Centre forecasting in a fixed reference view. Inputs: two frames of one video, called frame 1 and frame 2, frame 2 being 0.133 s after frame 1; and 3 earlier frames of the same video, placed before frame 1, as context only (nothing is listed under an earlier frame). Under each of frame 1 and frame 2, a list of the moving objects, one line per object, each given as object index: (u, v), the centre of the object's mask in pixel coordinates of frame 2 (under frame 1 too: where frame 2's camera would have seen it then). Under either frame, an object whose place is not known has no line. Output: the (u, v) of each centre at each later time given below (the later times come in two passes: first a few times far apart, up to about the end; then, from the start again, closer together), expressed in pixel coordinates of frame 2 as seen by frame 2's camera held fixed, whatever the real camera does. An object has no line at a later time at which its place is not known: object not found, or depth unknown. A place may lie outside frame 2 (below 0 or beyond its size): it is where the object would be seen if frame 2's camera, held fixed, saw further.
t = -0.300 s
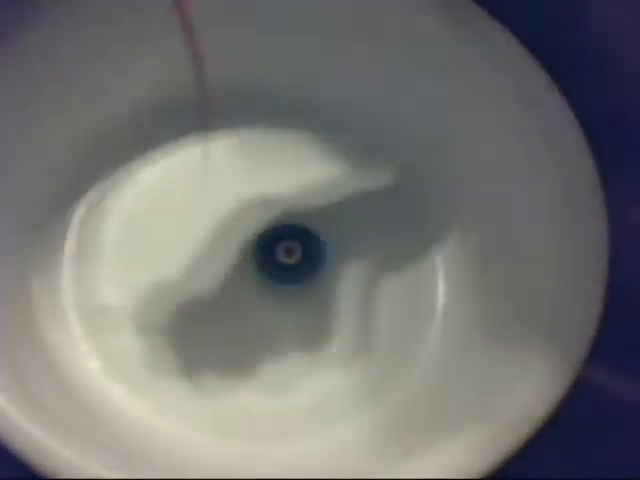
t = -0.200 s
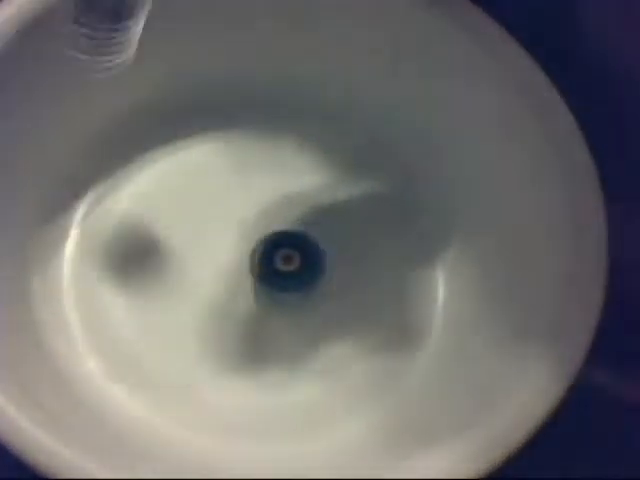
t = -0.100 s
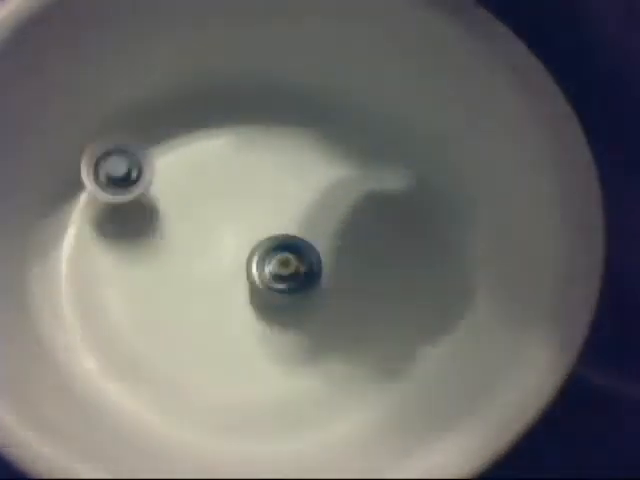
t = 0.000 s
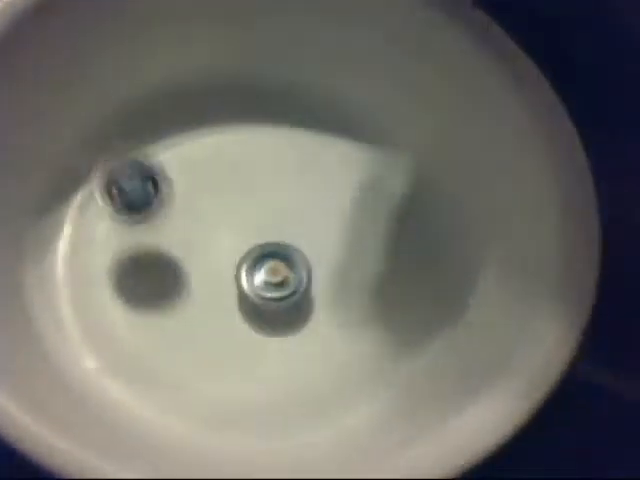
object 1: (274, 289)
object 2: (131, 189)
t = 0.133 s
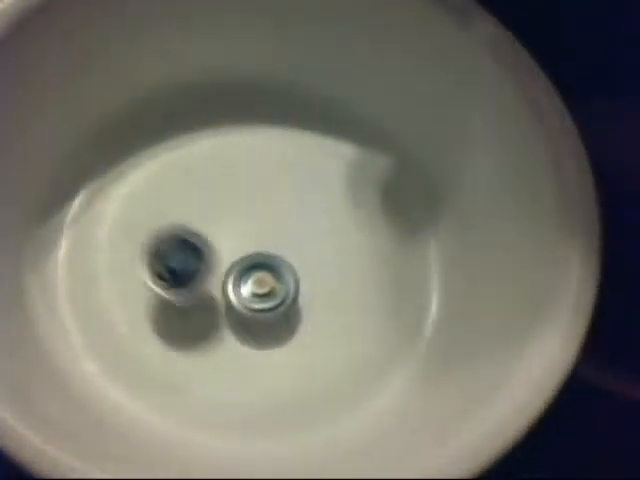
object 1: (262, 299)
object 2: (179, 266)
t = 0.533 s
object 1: (382, 251)
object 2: (151, 226)
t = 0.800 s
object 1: (331, 175)
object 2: (237, 220)
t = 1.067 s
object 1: (331, 135)
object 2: (244, 221)
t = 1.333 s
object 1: (276, 163)
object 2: (232, 237)
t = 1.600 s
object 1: (211, 167)
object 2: (202, 253)
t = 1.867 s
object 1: (170, 180)
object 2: (209, 296)
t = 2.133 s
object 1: (159, 188)
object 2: (270, 273)
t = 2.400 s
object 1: (159, 193)
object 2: (260, 228)
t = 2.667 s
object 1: (148, 196)
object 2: (246, 185)
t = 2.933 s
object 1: (125, 247)
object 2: (242, 192)
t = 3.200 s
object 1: (133, 287)
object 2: (273, 197)
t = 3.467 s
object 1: (190, 304)
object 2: (278, 210)
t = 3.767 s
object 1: (245, 301)
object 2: (307, 229)
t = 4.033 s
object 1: (264, 295)
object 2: (301, 220)
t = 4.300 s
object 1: (274, 314)
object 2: (267, 207)
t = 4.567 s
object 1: (290, 329)
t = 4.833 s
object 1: (299, 306)
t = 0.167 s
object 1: (263, 302)
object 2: (188, 281)
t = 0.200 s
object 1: (301, 313)
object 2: (154, 282)
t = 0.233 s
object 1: (346, 325)
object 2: (122, 283)
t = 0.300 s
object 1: (413, 338)
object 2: (63, 276)
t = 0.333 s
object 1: (409, 324)
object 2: (75, 266)
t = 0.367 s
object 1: (405, 311)
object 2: (88, 259)
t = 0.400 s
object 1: (401, 297)
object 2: (98, 251)
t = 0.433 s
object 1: (398, 284)
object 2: (109, 245)
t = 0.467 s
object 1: (394, 271)
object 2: (121, 236)
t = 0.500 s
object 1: (390, 261)
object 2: (136, 231)
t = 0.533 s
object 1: (382, 251)
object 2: (151, 226)
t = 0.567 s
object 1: (373, 240)
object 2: (168, 221)
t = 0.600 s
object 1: (362, 231)
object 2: (186, 218)
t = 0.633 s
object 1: (350, 221)
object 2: (204, 215)
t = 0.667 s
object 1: (337, 213)
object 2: (223, 214)
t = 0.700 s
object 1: (323, 205)
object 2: (240, 212)
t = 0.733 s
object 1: (319, 196)
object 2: (248, 212)
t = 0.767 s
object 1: (326, 185)
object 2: (242, 215)
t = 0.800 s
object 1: (331, 175)
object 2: (237, 220)
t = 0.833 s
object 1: (335, 166)
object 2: (233, 223)
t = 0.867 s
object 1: (337, 158)
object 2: (231, 225)
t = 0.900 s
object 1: (339, 149)
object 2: (229, 226)
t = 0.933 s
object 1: (342, 141)
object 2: (230, 227)
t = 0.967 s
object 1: (339, 140)
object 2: (231, 227)
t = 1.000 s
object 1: (336, 138)
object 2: (234, 226)
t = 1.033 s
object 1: (332, 138)
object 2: (239, 224)
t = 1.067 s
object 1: (331, 135)
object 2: (244, 221)
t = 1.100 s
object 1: (324, 140)
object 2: (250, 217)
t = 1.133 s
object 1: (313, 152)
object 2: (256, 213)
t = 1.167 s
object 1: (302, 161)
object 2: (259, 207)
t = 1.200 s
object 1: (296, 164)
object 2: (256, 212)
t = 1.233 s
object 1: (292, 165)
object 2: (248, 221)
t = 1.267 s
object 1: (287, 164)
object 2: (242, 227)
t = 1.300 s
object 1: (282, 163)
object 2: (236, 233)
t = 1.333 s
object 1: (276, 163)
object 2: (232, 237)
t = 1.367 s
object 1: (268, 162)
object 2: (228, 240)
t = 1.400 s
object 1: (260, 162)
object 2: (224, 243)
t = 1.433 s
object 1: (252, 162)
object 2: (220, 243)
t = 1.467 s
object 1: (244, 163)
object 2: (217, 244)
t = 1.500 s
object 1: (236, 163)
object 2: (214, 245)
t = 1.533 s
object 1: (228, 165)
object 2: (210, 247)
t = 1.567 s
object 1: (219, 166)
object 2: (206, 249)
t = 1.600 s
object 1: (211, 167)
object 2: (202, 253)
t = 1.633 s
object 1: (204, 169)
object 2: (198, 256)
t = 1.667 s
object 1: (197, 171)
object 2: (195, 261)
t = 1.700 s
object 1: (192, 172)
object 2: (194, 265)
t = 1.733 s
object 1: (187, 174)
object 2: (194, 271)
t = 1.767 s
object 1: (182, 176)
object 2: (195, 277)
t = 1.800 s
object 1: (179, 177)
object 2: (199, 284)
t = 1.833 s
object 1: (174, 179)
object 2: (203, 291)
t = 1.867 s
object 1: (170, 180)
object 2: (209, 296)
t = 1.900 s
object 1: (167, 182)
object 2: (219, 301)
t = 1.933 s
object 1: (165, 183)
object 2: (228, 303)
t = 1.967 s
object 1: (163, 185)
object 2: (240, 302)
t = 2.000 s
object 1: (162, 185)
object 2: (250, 298)
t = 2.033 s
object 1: (161, 185)
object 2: (258, 293)
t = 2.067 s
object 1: (159, 187)
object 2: (264, 288)
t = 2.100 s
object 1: (159, 187)
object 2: (268, 281)
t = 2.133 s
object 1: (159, 188)
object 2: (270, 273)
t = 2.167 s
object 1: (158, 189)
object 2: (270, 267)
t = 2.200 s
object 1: (158, 189)
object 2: (269, 261)
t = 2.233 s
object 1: (158, 189)
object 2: (267, 256)
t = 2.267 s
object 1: (158, 189)
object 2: (264, 250)
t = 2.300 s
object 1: (158, 189)
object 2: (263, 245)
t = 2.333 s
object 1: (158, 191)
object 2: (261, 240)
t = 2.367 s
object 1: (159, 192)
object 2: (261, 234)
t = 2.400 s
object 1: (159, 193)
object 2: (260, 228)
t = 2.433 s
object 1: (160, 195)
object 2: (259, 222)
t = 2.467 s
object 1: (159, 185)
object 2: (256, 215)
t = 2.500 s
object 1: (160, 187)
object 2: (252, 207)
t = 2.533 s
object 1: (162, 188)
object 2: (247, 200)
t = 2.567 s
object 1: (164, 191)
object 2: (241, 195)
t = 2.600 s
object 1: (160, 203)
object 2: (242, 191)
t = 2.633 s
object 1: (152, 194)
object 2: (245, 186)
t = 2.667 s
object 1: (148, 196)
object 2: (246, 185)
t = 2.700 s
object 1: (145, 199)
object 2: (245, 184)
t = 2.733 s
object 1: (145, 202)
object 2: (243, 185)
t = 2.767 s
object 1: (146, 206)
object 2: (238, 185)
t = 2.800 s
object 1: (148, 212)
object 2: (232, 186)
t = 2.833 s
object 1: (151, 213)
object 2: (225, 190)
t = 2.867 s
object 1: (146, 231)
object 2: (226, 191)
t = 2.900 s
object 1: (133, 239)
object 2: (235, 192)
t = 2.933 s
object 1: (125, 247)
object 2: (242, 192)
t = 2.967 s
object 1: (118, 254)
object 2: (248, 193)
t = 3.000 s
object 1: (114, 261)
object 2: (252, 195)
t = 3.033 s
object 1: (112, 261)
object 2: (256, 195)
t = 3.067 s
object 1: (115, 271)
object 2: (260, 196)
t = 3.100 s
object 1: (118, 275)
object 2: (264, 194)
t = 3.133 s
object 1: (122, 279)
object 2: (267, 196)
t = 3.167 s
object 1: (127, 283)
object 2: (270, 196)
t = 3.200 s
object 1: (133, 287)
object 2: (273, 197)
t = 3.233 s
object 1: (139, 291)
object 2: (275, 200)
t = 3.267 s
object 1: (146, 294)
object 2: (277, 201)
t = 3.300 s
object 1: (154, 297)
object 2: (278, 201)
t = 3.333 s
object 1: (160, 299)
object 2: (278, 201)
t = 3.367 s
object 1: (168, 301)
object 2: (278, 203)
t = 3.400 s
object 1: (175, 302)
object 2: (278, 205)
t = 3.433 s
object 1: (183, 303)
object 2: (278, 207)
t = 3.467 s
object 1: (190, 304)
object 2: (278, 210)
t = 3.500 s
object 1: (196, 300)
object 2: (279, 213)
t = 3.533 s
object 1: (204, 306)
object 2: (282, 217)
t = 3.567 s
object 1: (212, 307)
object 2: (285, 220)
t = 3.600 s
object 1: (219, 307)
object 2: (288, 223)
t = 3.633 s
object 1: (226, 306)
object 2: (292, 227)
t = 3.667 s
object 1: (232, 304)
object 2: (296, 227)
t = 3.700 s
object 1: (237, 304)
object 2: (301, 228)
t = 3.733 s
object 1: (241, 302)
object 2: (304, 229)
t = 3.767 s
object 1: (245, 301)
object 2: (307, 229)
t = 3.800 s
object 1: (248, 301)
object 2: (310, 229)
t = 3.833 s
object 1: (251, 300)
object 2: (311, 229)
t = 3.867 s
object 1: (254, 300)
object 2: (313, 228)
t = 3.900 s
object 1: (257, 298)
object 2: (312, 226)
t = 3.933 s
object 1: (260, 296)
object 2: (312, 225)
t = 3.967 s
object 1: (261, 295)
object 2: (308, 223)
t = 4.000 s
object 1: (263, 295)
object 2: (305, 222)
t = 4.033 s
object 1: (264, 295)
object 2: (301, 220)
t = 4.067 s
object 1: (266, 294)
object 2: (296, 221)
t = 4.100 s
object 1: (268, 295)
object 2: (292, 221)
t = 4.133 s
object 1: (268, 297)
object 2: (288, 219)
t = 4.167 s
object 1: (269, 298)
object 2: (284, 219)
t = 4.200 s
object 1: (271, 299)
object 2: (279, 218)
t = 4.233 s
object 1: (272, 299)
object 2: (274, 219)
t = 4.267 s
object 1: (273, 306)
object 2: (270, 214)
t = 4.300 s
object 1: (274, 314)
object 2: (267, 207)
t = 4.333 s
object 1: (274, 321)
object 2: (261, 202)
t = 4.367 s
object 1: (275, 326)
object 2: (255, 200)
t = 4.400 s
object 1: (276, 328)
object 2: (247, 196)
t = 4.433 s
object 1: (278, 330)
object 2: (239, 196)
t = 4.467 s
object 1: (280, 329)
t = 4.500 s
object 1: (284, 330)
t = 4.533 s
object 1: (287, 329)
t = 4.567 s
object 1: (290, 329)
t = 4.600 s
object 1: (293, 328)
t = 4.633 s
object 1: (295, 326)
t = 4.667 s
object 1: (296, 325)
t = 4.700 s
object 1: (297, 323)
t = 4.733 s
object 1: (297, 314)
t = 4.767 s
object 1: (299, 320)
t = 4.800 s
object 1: (300, 318)
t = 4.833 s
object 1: (299, 306)
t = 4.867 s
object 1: (305, 316)
